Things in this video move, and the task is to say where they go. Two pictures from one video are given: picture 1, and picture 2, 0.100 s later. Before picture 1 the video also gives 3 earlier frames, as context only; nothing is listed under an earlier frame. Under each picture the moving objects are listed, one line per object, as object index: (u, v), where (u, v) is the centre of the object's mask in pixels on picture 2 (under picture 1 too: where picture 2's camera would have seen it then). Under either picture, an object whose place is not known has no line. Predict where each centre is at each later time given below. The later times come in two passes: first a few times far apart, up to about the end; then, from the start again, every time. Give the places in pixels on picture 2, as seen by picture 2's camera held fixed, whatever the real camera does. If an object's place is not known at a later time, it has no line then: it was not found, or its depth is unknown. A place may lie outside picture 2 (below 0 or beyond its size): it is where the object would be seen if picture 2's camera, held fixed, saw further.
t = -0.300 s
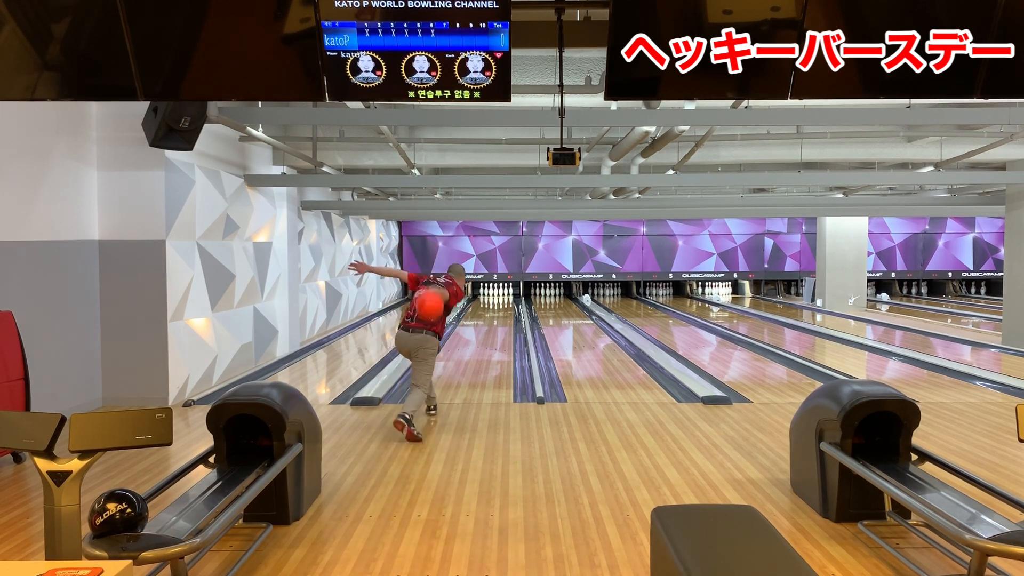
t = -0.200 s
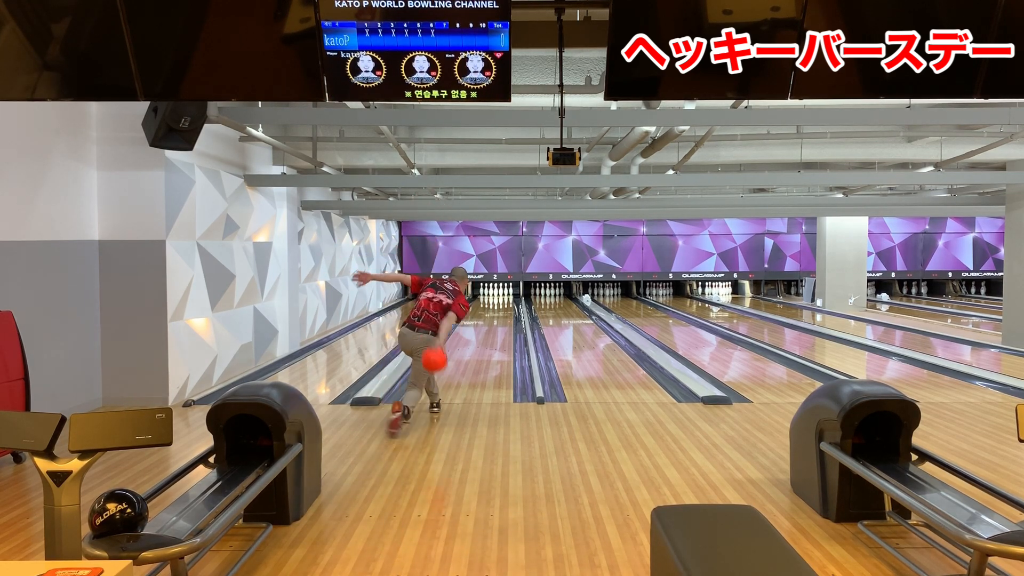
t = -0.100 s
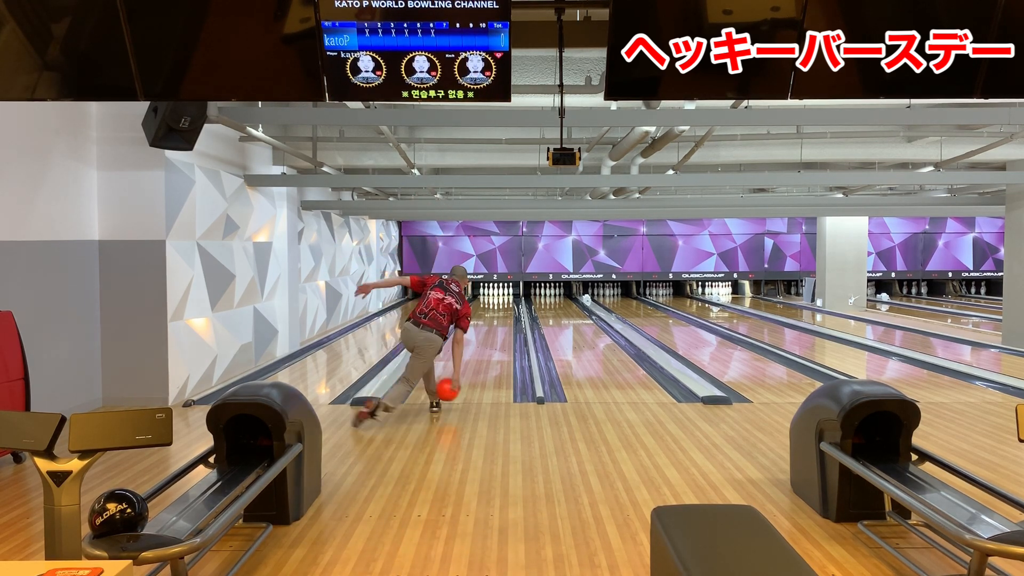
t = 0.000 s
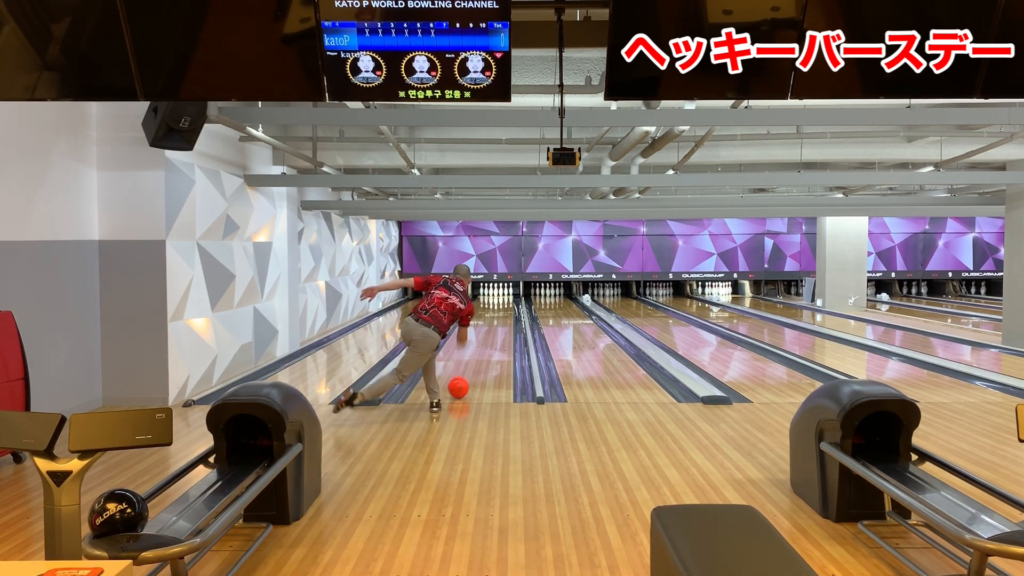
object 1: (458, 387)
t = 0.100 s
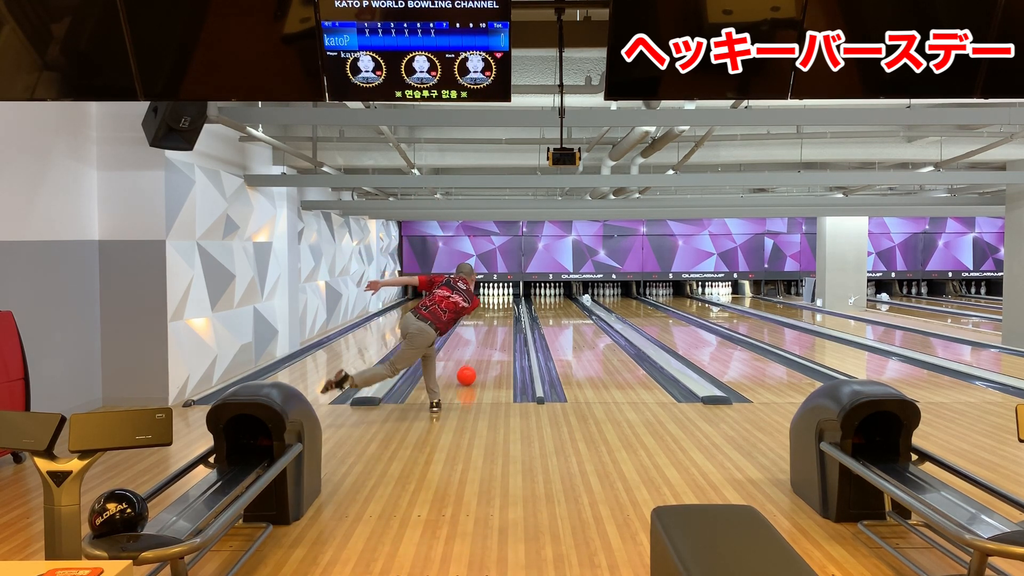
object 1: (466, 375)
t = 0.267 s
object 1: (477, 360)
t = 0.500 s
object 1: (487, 343)
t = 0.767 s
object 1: (496, 329)
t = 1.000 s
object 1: (500, 320)
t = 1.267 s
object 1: (503, 313)
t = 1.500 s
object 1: (505, 307)
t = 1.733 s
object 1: (505, 303)
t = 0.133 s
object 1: (469, 372)
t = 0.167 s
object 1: (471, 369)
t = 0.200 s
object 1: (473, 366)
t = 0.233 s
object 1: (475, 363)
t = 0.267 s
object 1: (477, 360)
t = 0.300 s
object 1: (478, 357)
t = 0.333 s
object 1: (480, 354)
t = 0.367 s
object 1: (482, 352)
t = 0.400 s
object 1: (484, 349)
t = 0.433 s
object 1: (485, 347)
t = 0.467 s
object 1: (486, 345)
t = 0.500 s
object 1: (487, 343)
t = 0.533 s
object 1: (490, 341)
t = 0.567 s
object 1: (490, 339)
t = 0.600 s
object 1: (491, 338)
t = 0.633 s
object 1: (492, 336)
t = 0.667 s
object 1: (493, 334)
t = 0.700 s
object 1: (494, 332)
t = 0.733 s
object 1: (495, 331)
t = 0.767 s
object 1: (496, 329)
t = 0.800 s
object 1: (496, 328)
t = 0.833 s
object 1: (497, 327)
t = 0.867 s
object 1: (498, 326)
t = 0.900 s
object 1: (499, 324)
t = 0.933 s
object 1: (499, 323)
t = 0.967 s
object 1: (500, 322)
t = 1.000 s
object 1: (500, 320)
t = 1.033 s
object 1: (501, 319)
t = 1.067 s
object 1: (501, 318)
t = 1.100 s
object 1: (502, 317)
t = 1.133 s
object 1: (502, 316)
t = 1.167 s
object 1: (503, 315)
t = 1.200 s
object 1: (503, 314)
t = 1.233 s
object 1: (503, 313)
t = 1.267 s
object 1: (503, 313)
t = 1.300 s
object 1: (504, 312)
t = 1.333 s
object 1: (504, 311)
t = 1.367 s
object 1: (504, 310)
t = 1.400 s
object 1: (504, 309)
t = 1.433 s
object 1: (505, 309)
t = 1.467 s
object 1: (505, 308)
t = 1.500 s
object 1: (505, 307)
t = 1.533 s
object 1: (505, 306)
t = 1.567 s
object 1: (505, 306)
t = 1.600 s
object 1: (505, 305)
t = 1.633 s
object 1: (505, 305)
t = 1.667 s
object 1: (505, 304)
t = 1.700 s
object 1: (505, 303)
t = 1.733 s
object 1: (505, 303)
